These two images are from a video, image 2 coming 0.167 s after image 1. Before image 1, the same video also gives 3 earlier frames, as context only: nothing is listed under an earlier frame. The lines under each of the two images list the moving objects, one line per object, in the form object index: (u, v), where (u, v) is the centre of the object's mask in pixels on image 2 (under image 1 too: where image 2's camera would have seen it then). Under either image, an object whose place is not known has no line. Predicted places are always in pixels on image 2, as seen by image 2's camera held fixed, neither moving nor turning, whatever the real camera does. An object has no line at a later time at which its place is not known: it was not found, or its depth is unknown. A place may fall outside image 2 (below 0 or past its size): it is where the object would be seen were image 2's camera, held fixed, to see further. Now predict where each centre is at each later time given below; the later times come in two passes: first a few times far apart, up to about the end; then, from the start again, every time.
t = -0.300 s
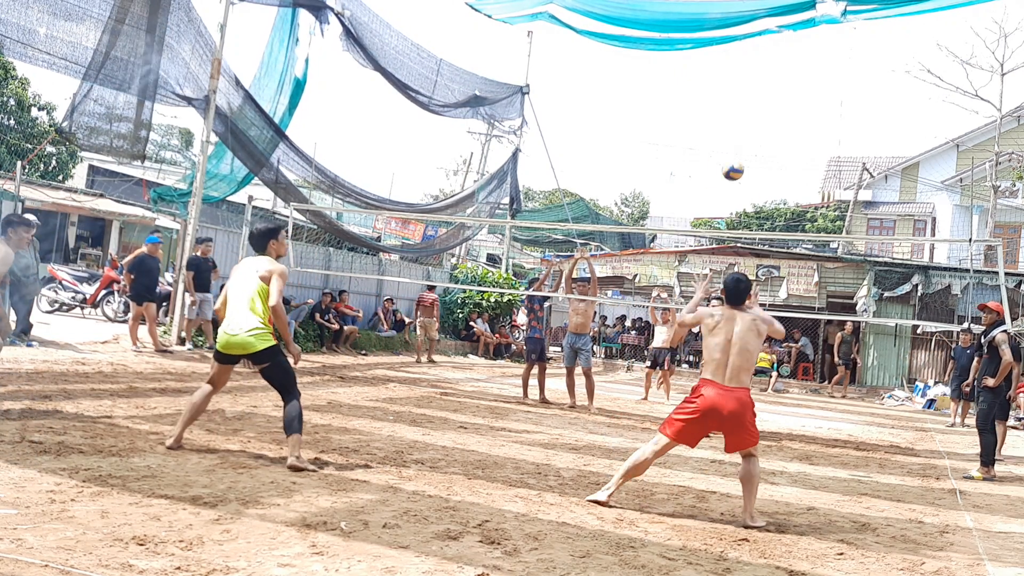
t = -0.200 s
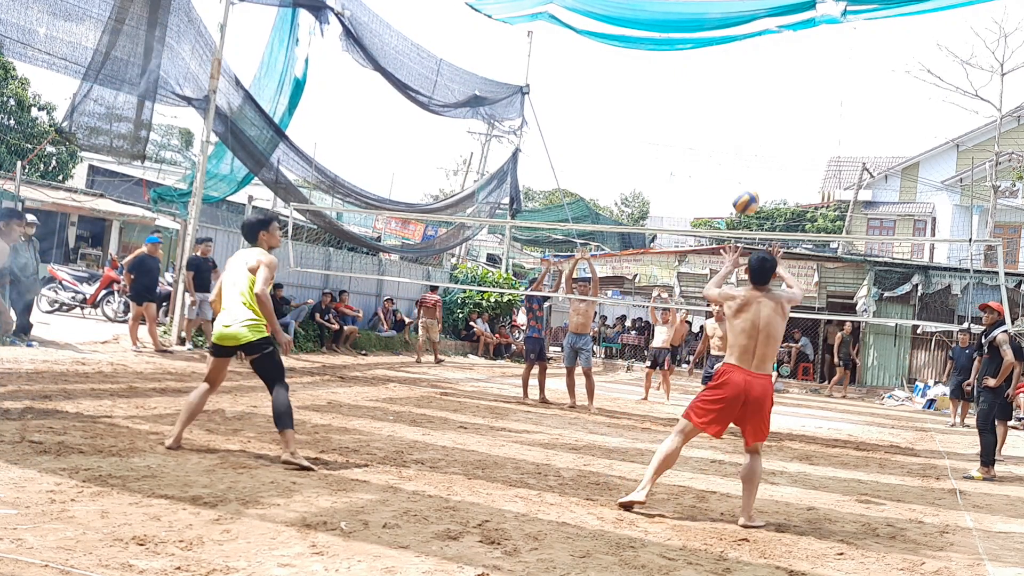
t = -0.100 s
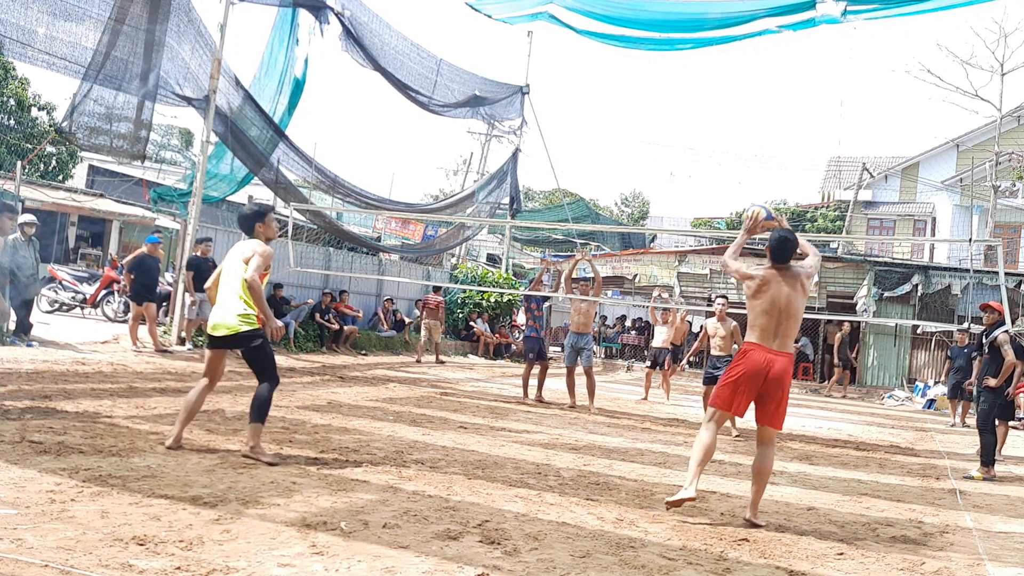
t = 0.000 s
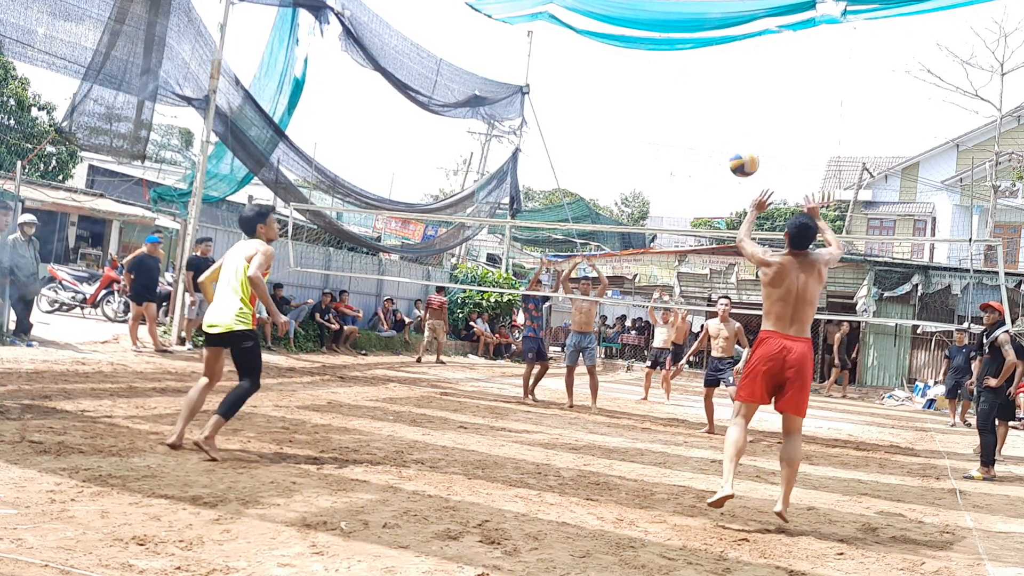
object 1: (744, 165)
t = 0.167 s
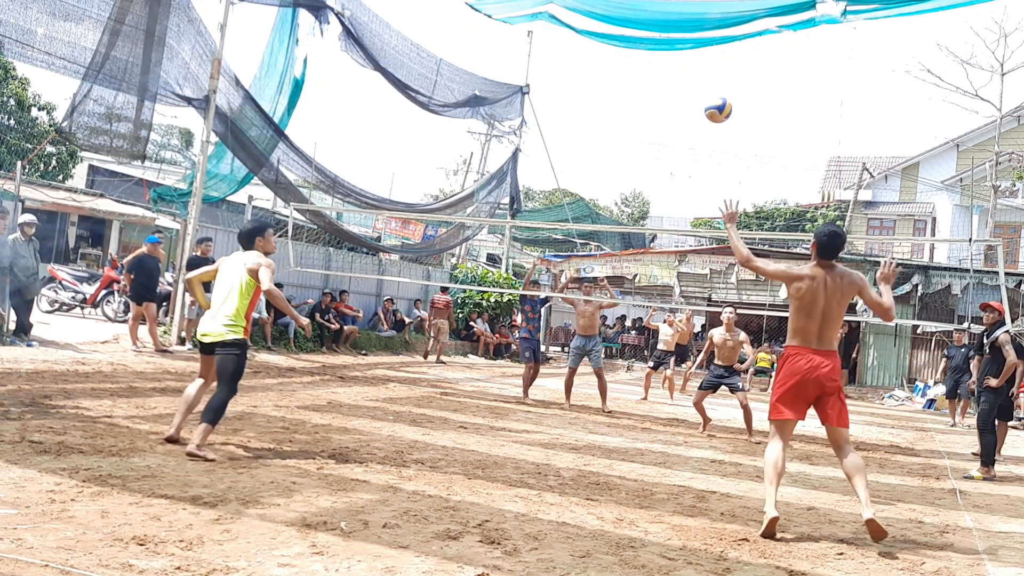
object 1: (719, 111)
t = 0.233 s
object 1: (708, 102)
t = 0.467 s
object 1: (671, 110)
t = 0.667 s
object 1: (640, 163)
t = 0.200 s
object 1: (714, 106)
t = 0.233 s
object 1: (708, 102)
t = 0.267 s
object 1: (703, 97)
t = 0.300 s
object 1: (698, 96)
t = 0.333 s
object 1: (692, 97)
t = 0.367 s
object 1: (687, 98)
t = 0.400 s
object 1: (682, 101)
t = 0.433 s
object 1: (676, 105)
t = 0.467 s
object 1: (671, 110)
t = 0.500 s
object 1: (666, 116)
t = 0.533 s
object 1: (661, 124)
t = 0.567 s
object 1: (656, 132)
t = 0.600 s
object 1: (651, 142)
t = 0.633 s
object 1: (645, 152)
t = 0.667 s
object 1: (640, 163)
